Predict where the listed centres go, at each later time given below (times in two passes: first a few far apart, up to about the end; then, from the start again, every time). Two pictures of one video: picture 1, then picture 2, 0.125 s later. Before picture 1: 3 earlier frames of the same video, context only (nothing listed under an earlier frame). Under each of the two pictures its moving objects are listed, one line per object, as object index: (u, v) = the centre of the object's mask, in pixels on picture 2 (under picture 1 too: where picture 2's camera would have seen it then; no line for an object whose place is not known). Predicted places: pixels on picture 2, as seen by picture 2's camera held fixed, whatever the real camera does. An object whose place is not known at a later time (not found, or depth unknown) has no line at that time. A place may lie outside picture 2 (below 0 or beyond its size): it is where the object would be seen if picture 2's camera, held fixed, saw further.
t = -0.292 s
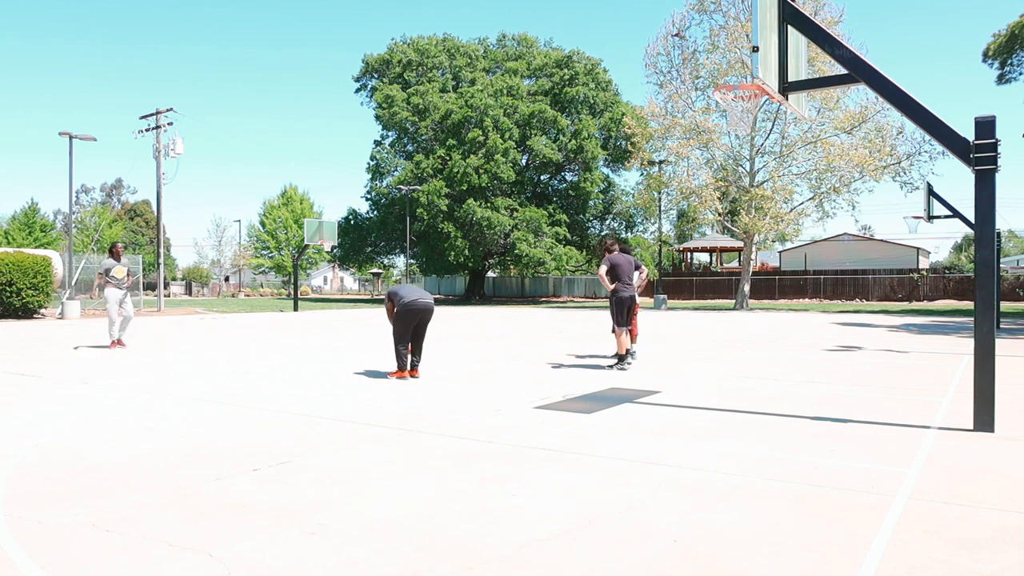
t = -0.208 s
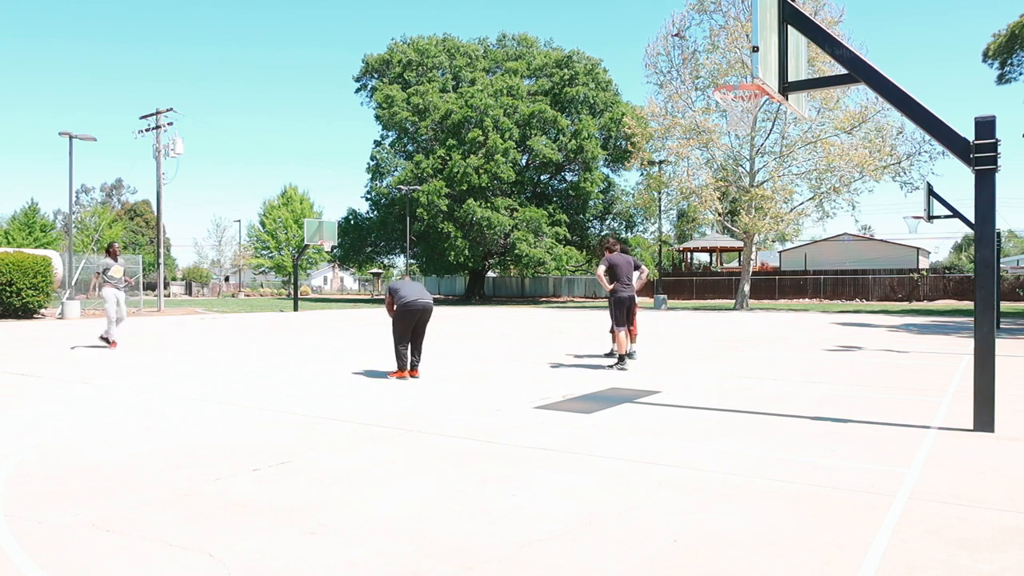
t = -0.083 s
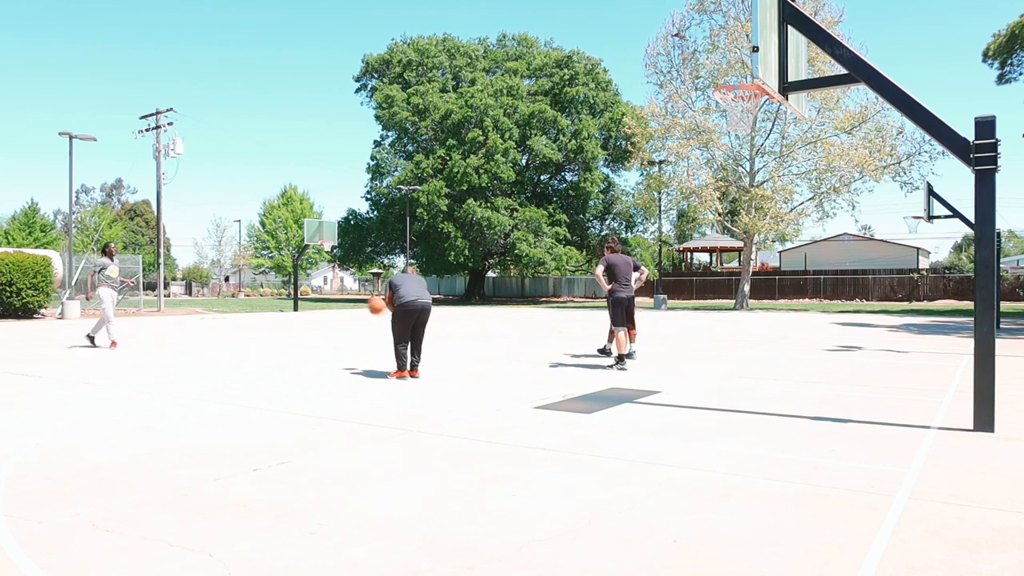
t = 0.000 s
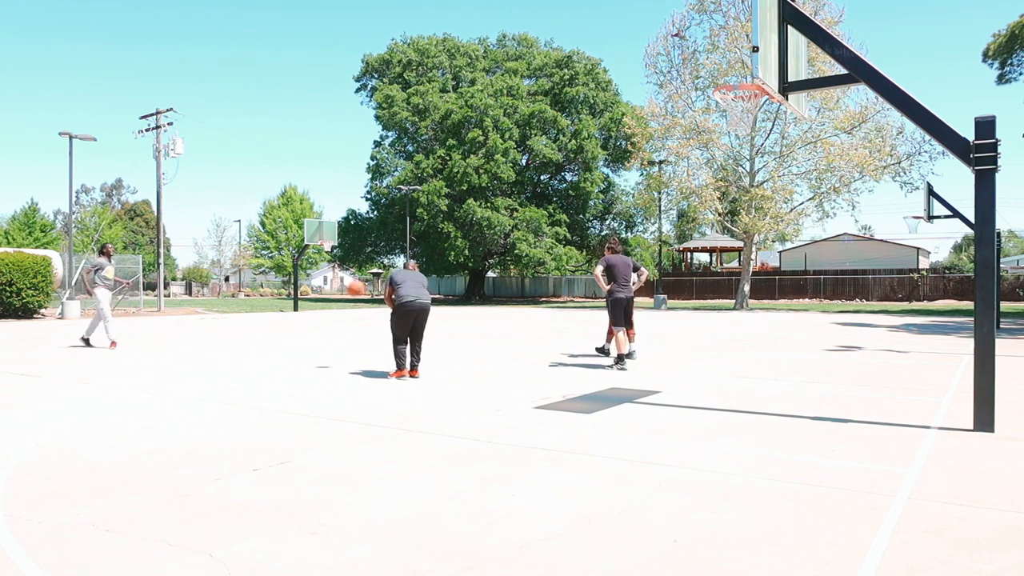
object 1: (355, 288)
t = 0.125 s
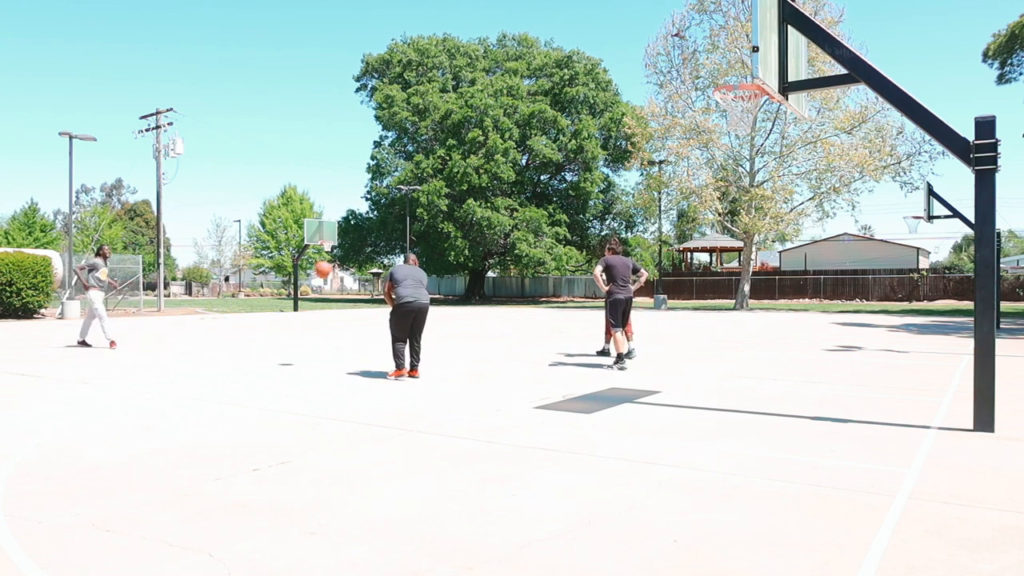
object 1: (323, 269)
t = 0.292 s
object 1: (283, 265)
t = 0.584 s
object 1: (218, 301)
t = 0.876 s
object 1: (163, 324)
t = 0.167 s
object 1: (312, 266)
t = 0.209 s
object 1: (303, 264)
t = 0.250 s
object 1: (292, 264)
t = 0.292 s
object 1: (283, 265)
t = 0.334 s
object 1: (274, 266)
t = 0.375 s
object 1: (264, 269)
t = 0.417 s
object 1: (254, 274)
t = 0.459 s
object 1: (245, 279)
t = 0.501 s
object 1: (236, 285)
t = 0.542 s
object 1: (226, 293)
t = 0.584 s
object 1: (218, 301)
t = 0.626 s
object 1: (209, 310)
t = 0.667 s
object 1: (200, 322)
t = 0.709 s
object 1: (192, 333)
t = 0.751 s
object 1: (183, 347)
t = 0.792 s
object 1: (176, 347)
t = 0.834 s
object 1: (170, 335)
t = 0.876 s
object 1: (163, 324)
